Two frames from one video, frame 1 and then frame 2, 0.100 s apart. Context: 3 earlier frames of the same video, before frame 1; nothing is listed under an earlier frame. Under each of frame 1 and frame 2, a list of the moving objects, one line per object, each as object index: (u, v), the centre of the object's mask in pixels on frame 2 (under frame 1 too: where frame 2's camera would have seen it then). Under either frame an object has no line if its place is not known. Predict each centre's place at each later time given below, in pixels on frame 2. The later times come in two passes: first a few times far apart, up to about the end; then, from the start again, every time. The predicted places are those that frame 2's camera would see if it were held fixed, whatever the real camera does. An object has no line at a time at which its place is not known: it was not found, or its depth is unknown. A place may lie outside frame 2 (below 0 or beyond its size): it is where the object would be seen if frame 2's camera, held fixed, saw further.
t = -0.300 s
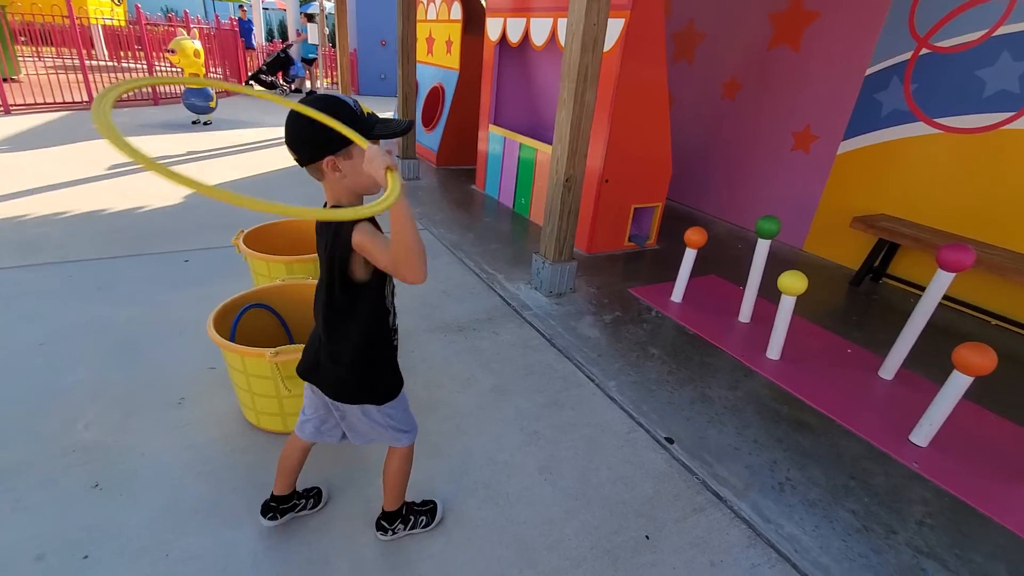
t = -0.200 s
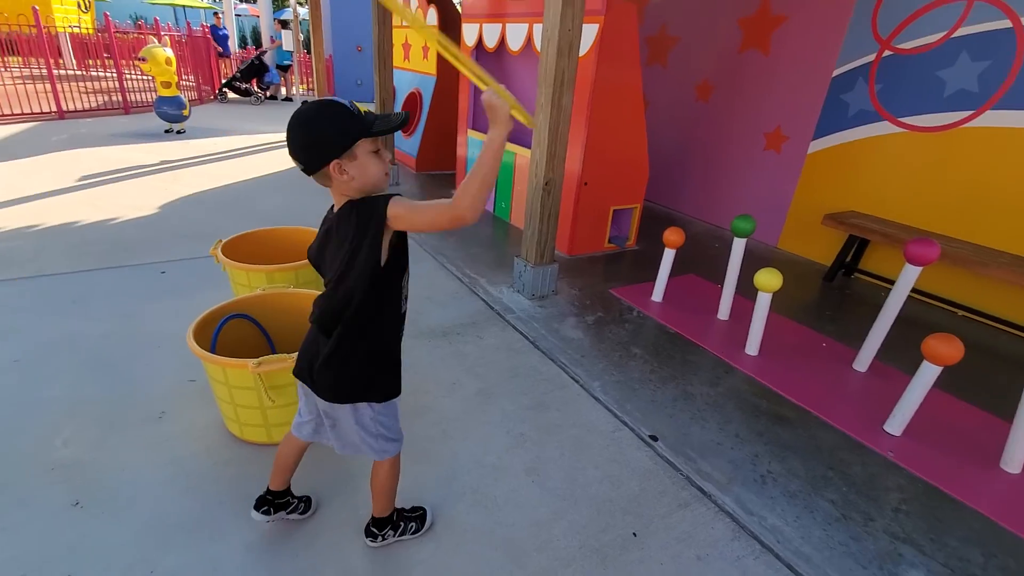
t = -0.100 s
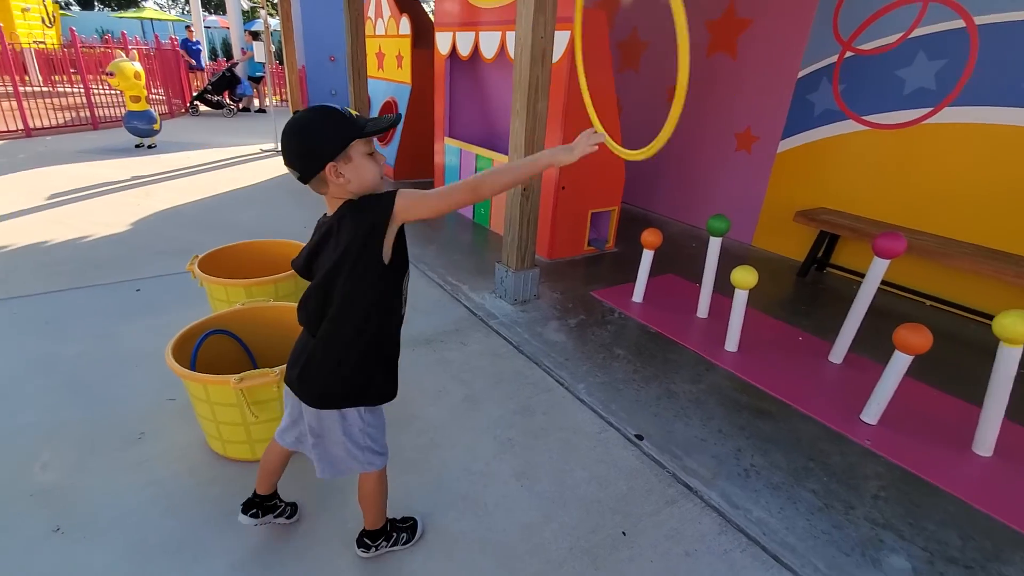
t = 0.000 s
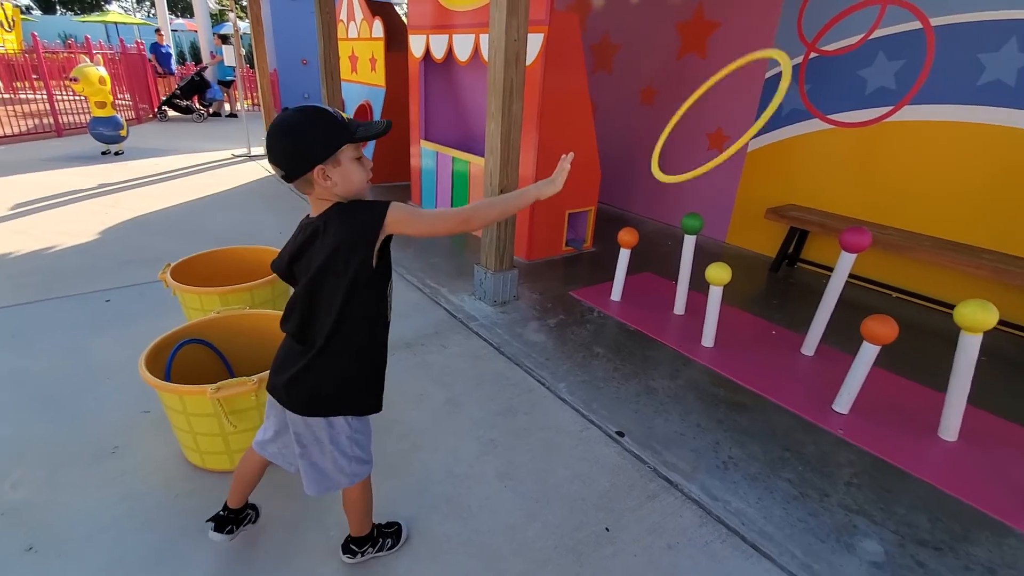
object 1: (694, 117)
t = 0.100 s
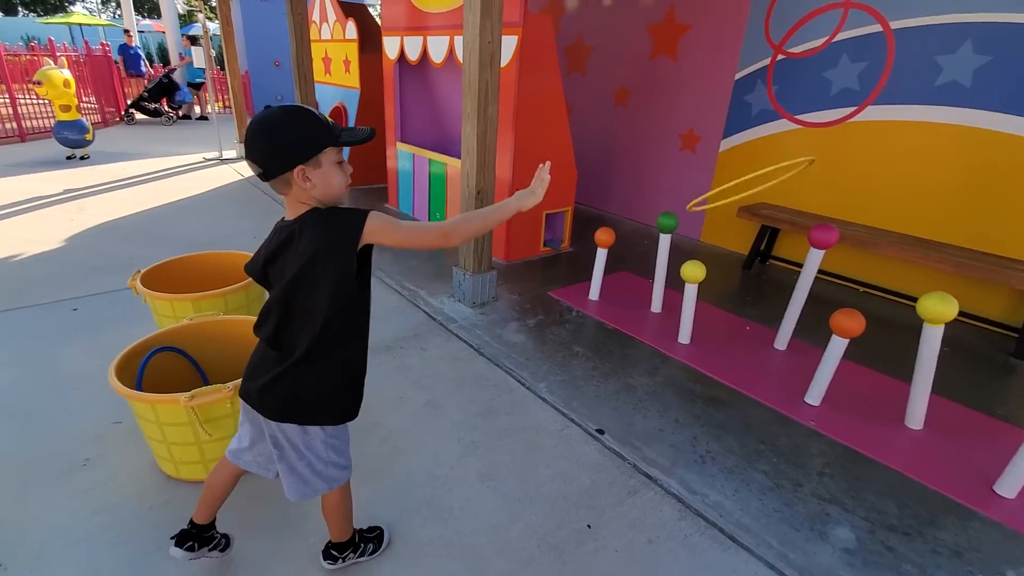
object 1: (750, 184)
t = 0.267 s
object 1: (791, 296)
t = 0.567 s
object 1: (883, 359)
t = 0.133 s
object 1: (763, 206)
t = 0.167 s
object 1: (772, 228)
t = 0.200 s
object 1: (780, 251)
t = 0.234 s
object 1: (787, 273)
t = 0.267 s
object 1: (791, 296)
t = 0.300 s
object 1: (770, 297)
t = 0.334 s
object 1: (767, 332)
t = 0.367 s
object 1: (776, 336)
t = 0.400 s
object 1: (795, 344)
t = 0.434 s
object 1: (856, 370)
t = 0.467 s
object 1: (870, 365)
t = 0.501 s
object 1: (876, 358)
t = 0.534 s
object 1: (878, 357)
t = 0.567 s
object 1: (883, 359)
